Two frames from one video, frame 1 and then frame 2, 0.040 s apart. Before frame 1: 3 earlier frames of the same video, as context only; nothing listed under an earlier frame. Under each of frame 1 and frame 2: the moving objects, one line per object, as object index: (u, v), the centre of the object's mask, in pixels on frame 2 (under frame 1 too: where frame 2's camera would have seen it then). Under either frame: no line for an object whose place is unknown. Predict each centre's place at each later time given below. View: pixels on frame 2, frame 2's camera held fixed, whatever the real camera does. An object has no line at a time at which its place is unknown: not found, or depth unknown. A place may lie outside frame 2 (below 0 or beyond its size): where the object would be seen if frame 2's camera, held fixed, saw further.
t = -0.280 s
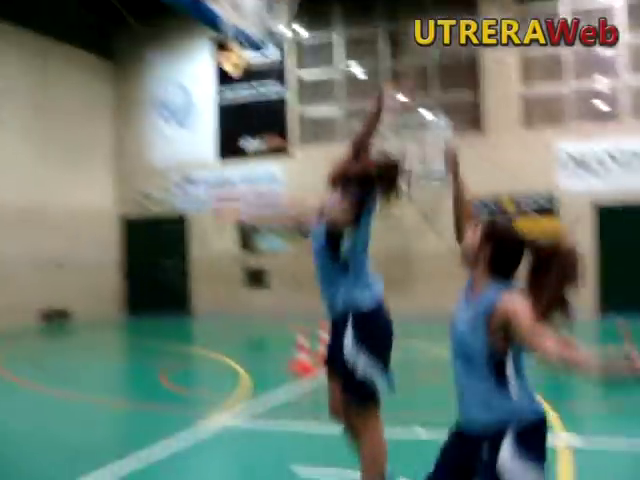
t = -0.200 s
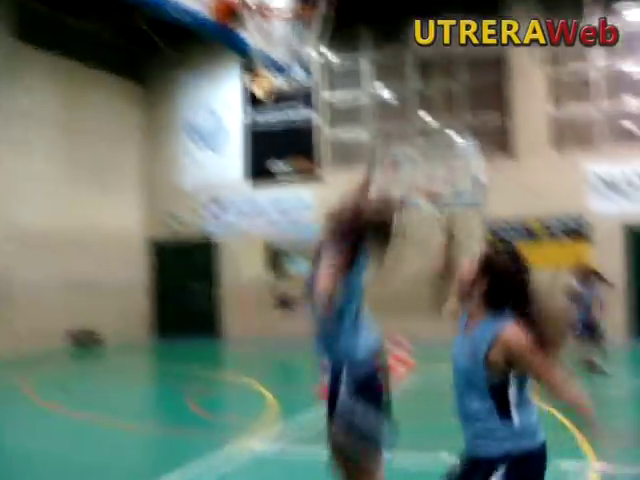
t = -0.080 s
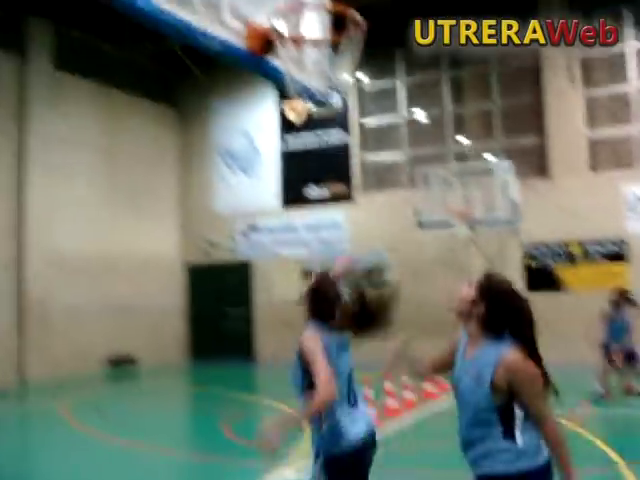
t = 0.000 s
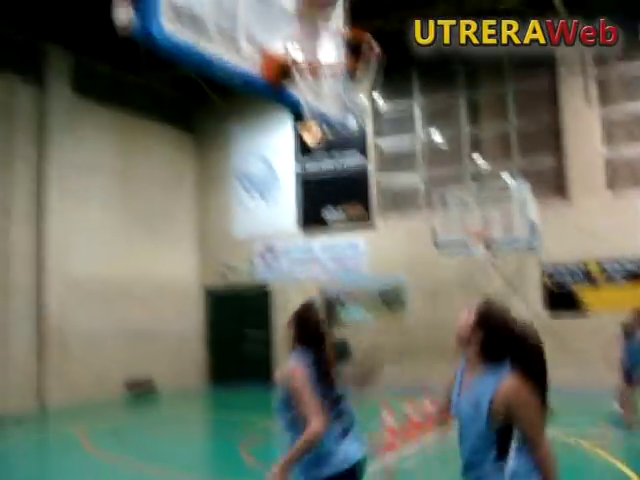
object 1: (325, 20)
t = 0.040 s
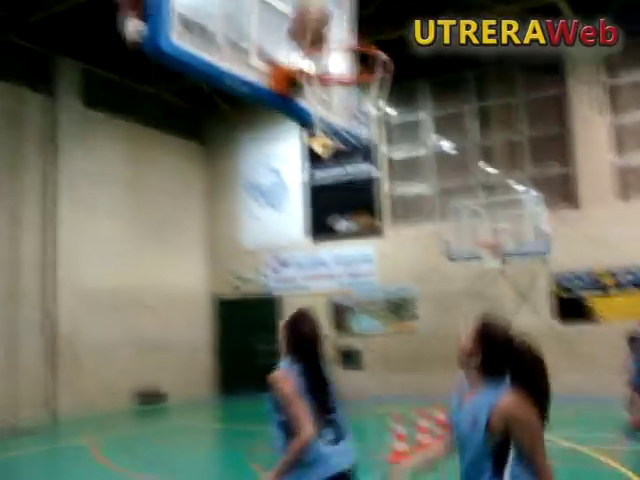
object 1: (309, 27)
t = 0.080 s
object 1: (302, 40)
